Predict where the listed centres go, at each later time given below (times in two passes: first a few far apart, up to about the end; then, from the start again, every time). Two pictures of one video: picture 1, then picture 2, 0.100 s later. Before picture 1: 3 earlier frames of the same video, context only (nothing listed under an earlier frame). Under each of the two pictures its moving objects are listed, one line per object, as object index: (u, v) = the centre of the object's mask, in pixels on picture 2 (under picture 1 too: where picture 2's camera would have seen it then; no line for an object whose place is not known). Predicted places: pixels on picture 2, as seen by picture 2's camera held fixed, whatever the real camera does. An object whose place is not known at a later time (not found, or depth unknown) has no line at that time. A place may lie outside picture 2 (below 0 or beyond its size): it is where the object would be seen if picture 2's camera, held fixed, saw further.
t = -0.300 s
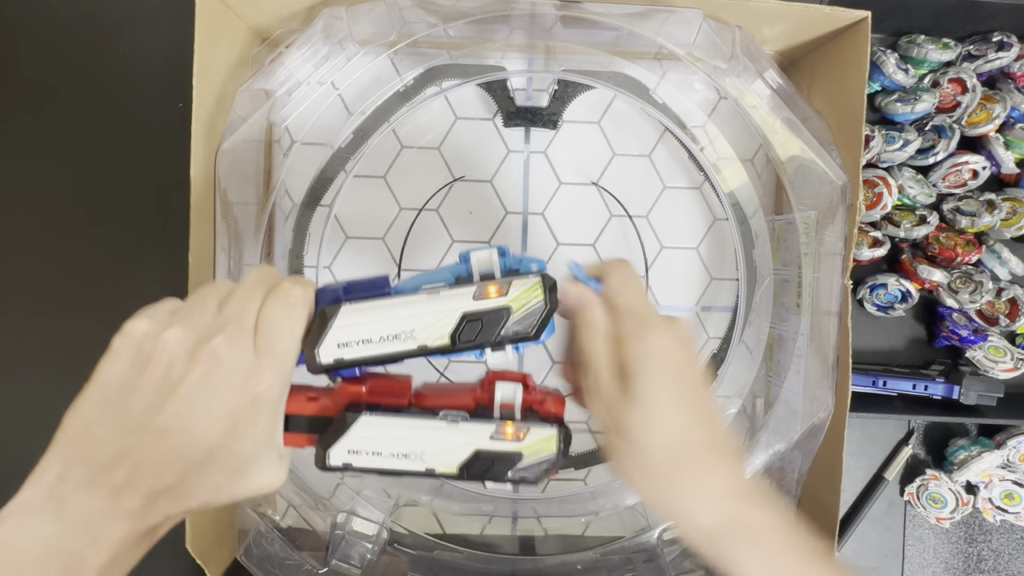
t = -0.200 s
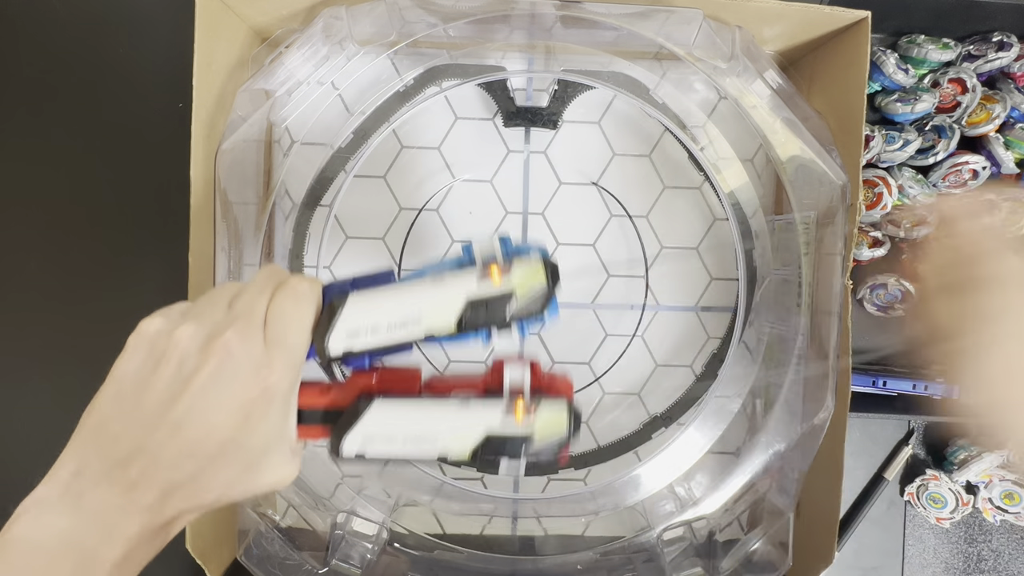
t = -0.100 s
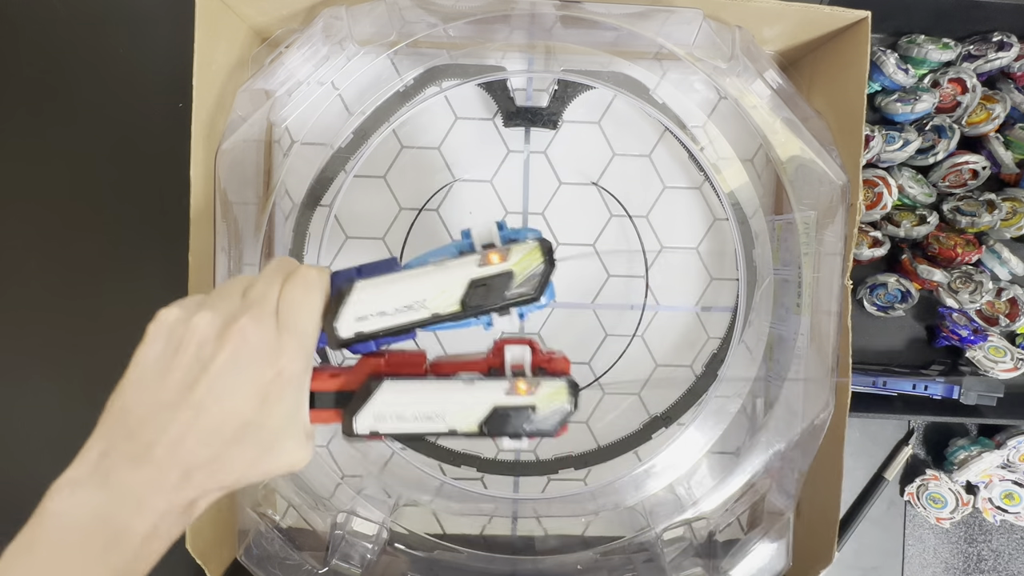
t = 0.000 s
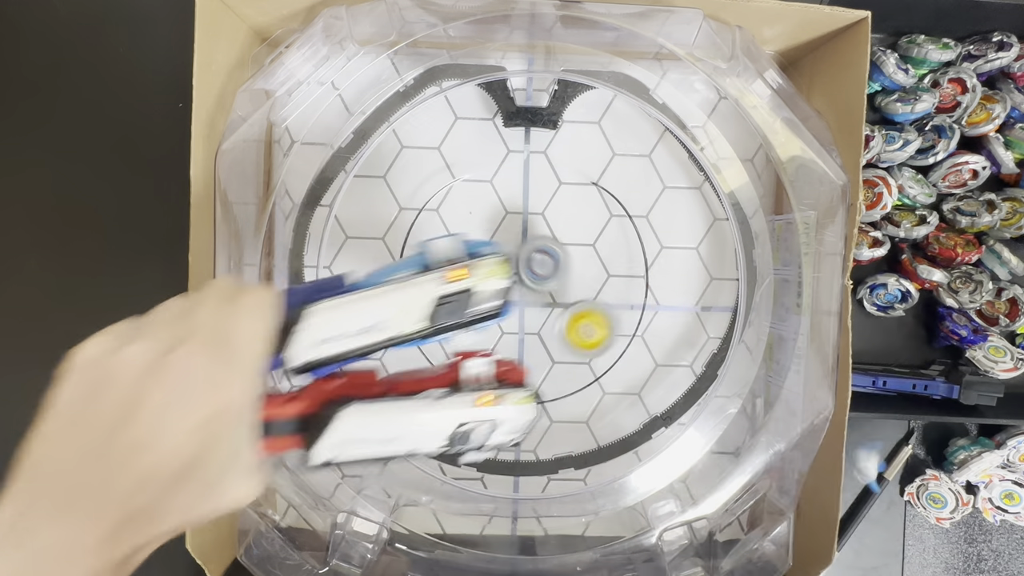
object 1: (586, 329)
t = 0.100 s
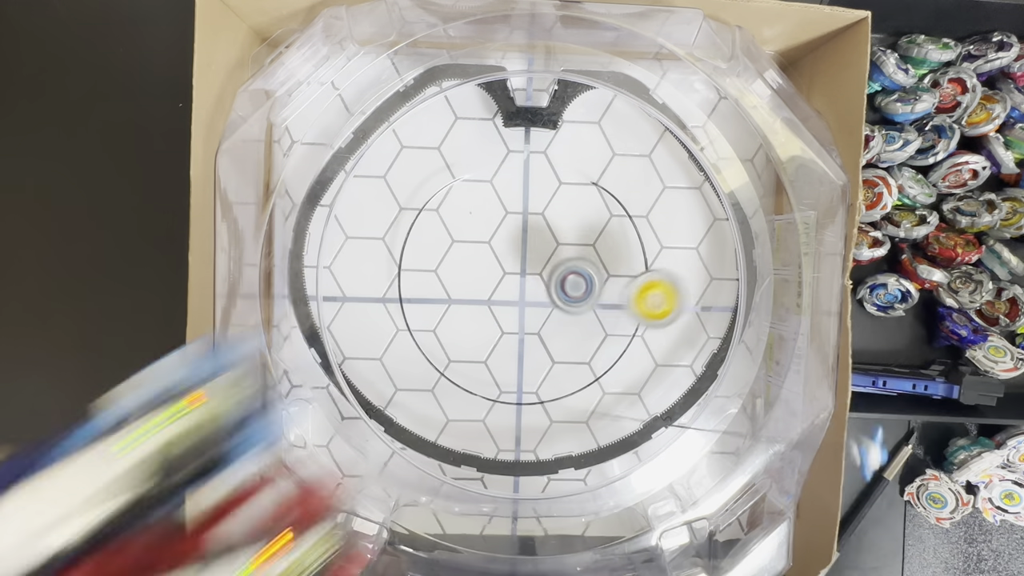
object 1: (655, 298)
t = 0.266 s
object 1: (740, 274)
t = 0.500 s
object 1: (617, 197)
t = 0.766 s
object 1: (506, 249)
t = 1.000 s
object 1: (537, 361)
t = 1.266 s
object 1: (605, 355)
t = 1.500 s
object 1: (579, 291)
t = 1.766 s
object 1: (565, 474)
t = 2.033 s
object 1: (521, 343)
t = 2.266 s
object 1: (464, 279)
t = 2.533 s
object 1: (392, 363)
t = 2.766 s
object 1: (360, 365)
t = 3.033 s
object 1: (335, 316)
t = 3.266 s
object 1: (316, 240)
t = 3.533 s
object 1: (346, 199)
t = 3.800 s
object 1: (400, 163)
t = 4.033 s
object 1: (475, 153)
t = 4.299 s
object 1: (546, 196)
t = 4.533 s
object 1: (565, 250)
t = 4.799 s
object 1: (599, 276)
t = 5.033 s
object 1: (603, 290)
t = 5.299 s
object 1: (573, 302)
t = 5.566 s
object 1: (662, 388)
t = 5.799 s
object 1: (645, 293)
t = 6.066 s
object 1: (628, 337)
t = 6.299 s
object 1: (569, 346)
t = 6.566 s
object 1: (537, 385)
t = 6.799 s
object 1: (523, 365)
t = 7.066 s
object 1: (465, 366)
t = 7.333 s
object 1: (456, 341)
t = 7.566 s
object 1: (464, 295)
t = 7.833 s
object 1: (385, 131)
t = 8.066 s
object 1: (418, 157)
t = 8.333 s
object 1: (497, 165)
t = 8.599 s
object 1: (593, 182)
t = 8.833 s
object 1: (669, 198)
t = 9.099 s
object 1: (699, 265)
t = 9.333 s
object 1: (687, 353)
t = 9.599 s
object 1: (624, 360)
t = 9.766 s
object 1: (559, 360)
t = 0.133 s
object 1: (674, 289)
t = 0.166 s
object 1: (694, 285)
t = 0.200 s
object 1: (712, 282)
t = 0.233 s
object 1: (720, 279)
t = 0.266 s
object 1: (740, 274)
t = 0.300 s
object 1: (736, 263)
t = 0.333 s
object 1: (714, 249)
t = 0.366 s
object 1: (689, 234)
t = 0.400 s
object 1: (672, 222)
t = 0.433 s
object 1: (650, 211)
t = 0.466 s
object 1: (635, 203)
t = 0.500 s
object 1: (617, 197)
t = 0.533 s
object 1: (601, 192)
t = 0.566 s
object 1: (583, 191)
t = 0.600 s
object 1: (566, 193)
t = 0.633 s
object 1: (550, 198)
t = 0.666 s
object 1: (535, 207)
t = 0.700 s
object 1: (523, 218)
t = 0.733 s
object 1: (513, 233)
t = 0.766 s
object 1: (506, 249)
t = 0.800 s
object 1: (502, 267)
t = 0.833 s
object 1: (501, 285)
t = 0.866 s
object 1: (503, 303)
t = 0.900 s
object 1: (509, 320)
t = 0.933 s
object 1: (517, 337)
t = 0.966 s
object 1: (526, 351)
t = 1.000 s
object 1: (537, 361)
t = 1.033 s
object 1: (548, 369)
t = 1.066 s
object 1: (561, 375)
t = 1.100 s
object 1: (572, 378)
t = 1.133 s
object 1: (583, 379)
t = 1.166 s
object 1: (592, 379)
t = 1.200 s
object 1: (599, 374)
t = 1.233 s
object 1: (603, 365)
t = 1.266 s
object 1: (605, 355)
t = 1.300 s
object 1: (606, 344)
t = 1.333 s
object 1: (606, 334)
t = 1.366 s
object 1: (604, 324)
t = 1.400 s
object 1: (600, 314)
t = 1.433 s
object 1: (595, 305)
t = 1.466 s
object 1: (587, 298)
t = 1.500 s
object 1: (579, 291)
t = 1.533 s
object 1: (571, 286)
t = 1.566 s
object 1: (561, 283)
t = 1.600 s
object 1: (549, 282)
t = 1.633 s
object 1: (547, 313)
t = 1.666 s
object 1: (556, 376)
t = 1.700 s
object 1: (563, 429)
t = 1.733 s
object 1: (567, 469)
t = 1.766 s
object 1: (565, 474)
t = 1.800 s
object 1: (559, 464)
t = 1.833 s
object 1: (551, 447)
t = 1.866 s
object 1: (542, 426)
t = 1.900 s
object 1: (538, 414)
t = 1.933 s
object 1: (533, 399)
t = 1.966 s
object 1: (528, 381)
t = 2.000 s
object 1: (522, 361)
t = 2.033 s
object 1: (521, 343)
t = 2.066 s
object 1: (518, 324)
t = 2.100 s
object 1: (516, 306)
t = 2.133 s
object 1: (513, 290)
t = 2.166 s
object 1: (509, 277)
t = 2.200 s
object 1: (506, 265)
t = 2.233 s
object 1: (489, 267)
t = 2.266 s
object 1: (464, 279)
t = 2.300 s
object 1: (443, 293)
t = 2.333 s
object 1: (425, 306)
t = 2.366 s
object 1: (411, 321)
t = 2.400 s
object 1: (406, 331)
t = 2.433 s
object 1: (404, 341)
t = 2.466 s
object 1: (400, 350)
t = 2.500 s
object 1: (396, 357)
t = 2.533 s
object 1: (392, 363)
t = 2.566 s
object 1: (387, 367)
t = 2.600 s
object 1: (382, 369)
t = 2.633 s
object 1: (377, 371)
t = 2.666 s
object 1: (373, 371)
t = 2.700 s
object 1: (369, 369)
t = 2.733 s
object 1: (365, 367)
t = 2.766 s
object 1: (360, 365)
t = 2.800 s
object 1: (356, 361)
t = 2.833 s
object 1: (352, 357)
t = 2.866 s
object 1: (349, 351)
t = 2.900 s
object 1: (346, 346)
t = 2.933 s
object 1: (344, 340)
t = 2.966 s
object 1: (341, 333)
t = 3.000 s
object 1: (338, 325)
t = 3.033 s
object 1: (335, 316)
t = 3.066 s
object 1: (333, 307)
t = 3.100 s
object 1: (329, 297)
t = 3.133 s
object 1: (326, 285)
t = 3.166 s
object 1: (323, 274)
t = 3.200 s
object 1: (320, 263)
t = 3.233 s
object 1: (319, 251)
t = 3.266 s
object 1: (316, 240)
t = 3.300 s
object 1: (315, 230)
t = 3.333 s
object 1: (318, 224)
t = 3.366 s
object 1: (323, 220)
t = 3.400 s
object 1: (328, 215)
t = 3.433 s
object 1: (332, 211)
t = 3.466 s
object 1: (337, 207)
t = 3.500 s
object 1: (341, 203)
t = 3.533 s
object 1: (346, 199)
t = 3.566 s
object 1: (351, 194)
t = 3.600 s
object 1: (357, 189)
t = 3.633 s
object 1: (363, 185)
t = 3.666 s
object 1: (369, 181)
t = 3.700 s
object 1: (376, 176)
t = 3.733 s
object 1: (383, 172)
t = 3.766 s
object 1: (392, 168)
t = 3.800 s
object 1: (400, 163)
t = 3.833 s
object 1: (409, 160)
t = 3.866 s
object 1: (419, 157)
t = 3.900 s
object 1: (429, 155)
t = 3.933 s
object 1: (440, 154)
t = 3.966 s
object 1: (452, 152)
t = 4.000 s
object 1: (464, 152)
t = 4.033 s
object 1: (475, 153)
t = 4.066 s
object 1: (487, 156)
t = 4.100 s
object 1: (498, 159)
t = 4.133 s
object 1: (509, 163)
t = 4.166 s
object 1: (519, 168)
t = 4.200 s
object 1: (528, 174)
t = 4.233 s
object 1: (535, 180)
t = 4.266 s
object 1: (541, 188)
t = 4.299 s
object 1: (546, 196)
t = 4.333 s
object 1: (550, 205)
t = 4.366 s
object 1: (554, 213)
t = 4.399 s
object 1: (556, 221)
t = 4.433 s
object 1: (558, 229)
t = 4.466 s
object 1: (561, 237)
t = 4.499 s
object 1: (563, 244)
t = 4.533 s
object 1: (565, 250)
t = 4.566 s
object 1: (568, 256)
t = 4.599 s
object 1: (571, 260)
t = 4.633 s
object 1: (575, 264)
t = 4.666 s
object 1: (580, 267)
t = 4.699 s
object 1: (584, 270)
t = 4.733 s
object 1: (589, 272)
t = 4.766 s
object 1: (594, 274)
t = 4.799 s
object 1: (599, 276)
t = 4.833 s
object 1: (603, 278)
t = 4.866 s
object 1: (606, 280)
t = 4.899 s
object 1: (608, 282)
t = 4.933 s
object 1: (608, 285)
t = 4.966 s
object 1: (607, 286)
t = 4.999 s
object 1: (605, 288)
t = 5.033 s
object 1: (603, 290)
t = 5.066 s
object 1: (599, 291)
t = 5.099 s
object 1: (596, 292)
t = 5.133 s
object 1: (592, 293)
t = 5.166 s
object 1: (588, 295)
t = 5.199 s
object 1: (584, 296)
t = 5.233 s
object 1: (580, 297)
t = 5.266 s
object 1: (577, 299)
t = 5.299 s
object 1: (573, 302)
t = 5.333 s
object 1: (569, 304)
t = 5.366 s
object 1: (566, 307)
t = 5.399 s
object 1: (593, 341)
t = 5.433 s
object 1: (619, 376)
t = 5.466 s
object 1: (636, 402)
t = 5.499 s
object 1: (650, 419)
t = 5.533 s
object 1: (658, 405)
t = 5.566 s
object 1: (662, 388)
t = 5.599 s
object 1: (661, 365)
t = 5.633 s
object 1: (664, 351)
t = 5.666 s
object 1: (663, 335)
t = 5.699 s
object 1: (661, 322)
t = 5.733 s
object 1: (657, 309)
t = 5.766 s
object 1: (652, 300)
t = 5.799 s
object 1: (645, 293)
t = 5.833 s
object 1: (634, 288)
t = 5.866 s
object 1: (623, 284)
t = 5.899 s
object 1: (608, 282)
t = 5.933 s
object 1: (591, 283)
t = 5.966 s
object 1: (602, 297)
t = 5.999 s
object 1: (616, 313)
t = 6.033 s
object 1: (626, 327)
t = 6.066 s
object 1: (628, 337)
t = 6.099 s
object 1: (621, 340)
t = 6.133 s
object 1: (614, 344)
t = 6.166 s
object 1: (606, 346)
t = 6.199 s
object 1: (597, 348)
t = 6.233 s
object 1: (588, 349)
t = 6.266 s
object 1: (578, 348)
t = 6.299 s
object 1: (569, 346)
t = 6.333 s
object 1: (560, 345)
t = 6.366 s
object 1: (550, 342)
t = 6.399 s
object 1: (541, 341)
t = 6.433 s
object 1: (533, 339)
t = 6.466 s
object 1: (525, 338)
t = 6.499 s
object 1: (528, 354)
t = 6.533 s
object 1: (534, 372)
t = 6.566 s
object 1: (537, 385)
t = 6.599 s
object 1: (538, 396)
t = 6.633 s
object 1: (537, 396)
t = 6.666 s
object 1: (536, 391)
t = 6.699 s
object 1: (533, 384)
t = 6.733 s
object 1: (530, 378)
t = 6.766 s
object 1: (527, 372)
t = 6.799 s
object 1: (523, 365)
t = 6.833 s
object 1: (520, 358)
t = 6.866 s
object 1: (516, 351)
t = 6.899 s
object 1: (512, 345)
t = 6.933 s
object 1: (508, 339)
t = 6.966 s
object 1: (503, 333)
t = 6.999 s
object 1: (492, 340)
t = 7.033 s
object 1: (478, 356)
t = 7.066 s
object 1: (465, 366)
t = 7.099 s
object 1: (455, 372)
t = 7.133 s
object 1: (450, 372)
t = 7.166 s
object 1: (450, 367)
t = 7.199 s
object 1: (450, 363)
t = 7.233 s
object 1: (451, 357)
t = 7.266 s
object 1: (453, 352)
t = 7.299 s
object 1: (454, 346)
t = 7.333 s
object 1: (456, 341)
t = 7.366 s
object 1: (458, 334)
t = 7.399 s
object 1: (459, 328)
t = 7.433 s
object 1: (460, 321)
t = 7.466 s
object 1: (461, 315)
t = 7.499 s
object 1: (462, 308)
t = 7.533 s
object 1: (463, 302)
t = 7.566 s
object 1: (464, 295)
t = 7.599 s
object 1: (465, 289)
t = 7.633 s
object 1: (456, 273)
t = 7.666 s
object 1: (433, 237)
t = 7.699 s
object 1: (417, 211)
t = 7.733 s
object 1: (407, 185)
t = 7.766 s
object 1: (398, 163)
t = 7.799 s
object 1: (389, 140)
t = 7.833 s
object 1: (385, 131)
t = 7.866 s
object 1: (386, 133)
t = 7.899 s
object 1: (391, 137)
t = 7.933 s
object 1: (395, 141)
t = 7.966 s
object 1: (403, 149)
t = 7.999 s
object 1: (407, 151)
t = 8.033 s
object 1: (412, 153)
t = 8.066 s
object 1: (418, 157)
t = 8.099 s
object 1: (426, 161)
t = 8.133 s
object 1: (434, 163)
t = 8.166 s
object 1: (442, 165)
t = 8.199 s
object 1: (452, 166)
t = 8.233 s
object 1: (463, 166)
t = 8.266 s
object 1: (474, 166)
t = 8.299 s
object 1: (485, 166)
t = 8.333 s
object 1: (497, 165)
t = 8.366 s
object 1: (510, 167)
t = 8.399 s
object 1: (522, 168)
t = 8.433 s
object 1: (534, 169)
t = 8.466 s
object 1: (546, 171)
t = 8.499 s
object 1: (559, 173)
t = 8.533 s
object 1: (570, 175)
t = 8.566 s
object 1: (581, 179)
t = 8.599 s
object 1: (593, 182)
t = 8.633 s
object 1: (604, 184)
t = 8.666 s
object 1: (615, 186)
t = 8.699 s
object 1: (625, 189)
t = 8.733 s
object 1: (634, 191)
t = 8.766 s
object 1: (645, 193)
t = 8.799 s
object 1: (657, 195)
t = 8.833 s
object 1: (669, 198)
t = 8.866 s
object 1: (679, 203)
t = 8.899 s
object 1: (693, 208)
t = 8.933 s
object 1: (702, 215)
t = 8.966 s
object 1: (715, 222)
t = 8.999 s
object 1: (710, 230)
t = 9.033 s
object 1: (708, 242)
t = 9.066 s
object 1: (703, 254)
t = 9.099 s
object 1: (699, 265)
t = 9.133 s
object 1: (695, 278)
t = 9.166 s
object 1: (691, 289)
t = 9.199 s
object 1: (689, 301)
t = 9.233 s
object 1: (688, 313)
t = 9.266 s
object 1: (687, 326)
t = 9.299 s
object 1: (687, 338)
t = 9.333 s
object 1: (687, 353)
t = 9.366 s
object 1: (687, 367)
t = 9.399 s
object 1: (686, 379)
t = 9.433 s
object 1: (679, 377)
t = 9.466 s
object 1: (669, 372)
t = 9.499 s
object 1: (658, 366)
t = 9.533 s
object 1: (647, 363)
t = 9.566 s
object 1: (636, 361)
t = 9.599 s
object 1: (624, 360)
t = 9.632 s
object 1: (612, 360)
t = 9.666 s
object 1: (599, 362)
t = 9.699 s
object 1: (586, 361)
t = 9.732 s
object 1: (572, 360)
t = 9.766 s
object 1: (559, 360)
